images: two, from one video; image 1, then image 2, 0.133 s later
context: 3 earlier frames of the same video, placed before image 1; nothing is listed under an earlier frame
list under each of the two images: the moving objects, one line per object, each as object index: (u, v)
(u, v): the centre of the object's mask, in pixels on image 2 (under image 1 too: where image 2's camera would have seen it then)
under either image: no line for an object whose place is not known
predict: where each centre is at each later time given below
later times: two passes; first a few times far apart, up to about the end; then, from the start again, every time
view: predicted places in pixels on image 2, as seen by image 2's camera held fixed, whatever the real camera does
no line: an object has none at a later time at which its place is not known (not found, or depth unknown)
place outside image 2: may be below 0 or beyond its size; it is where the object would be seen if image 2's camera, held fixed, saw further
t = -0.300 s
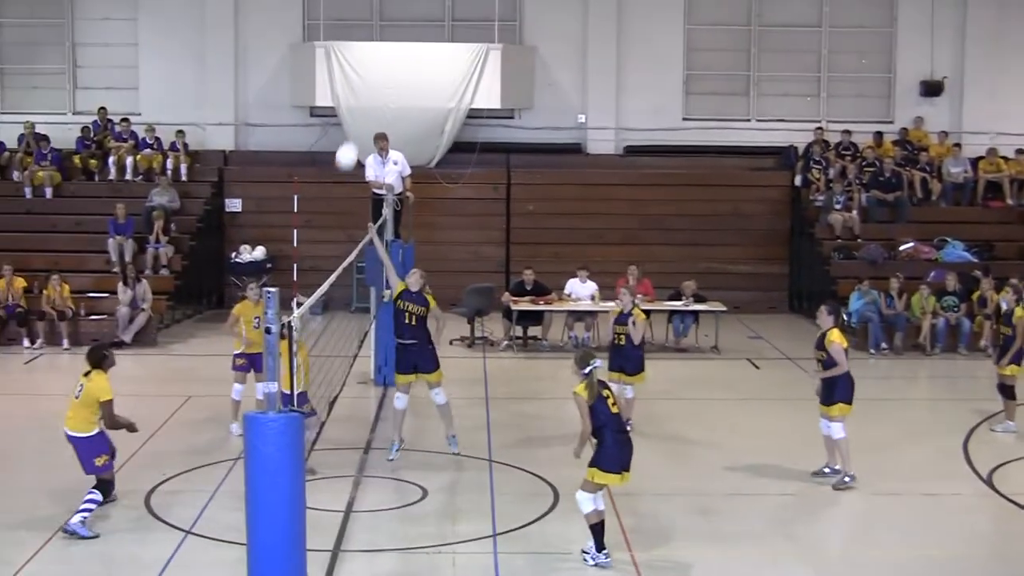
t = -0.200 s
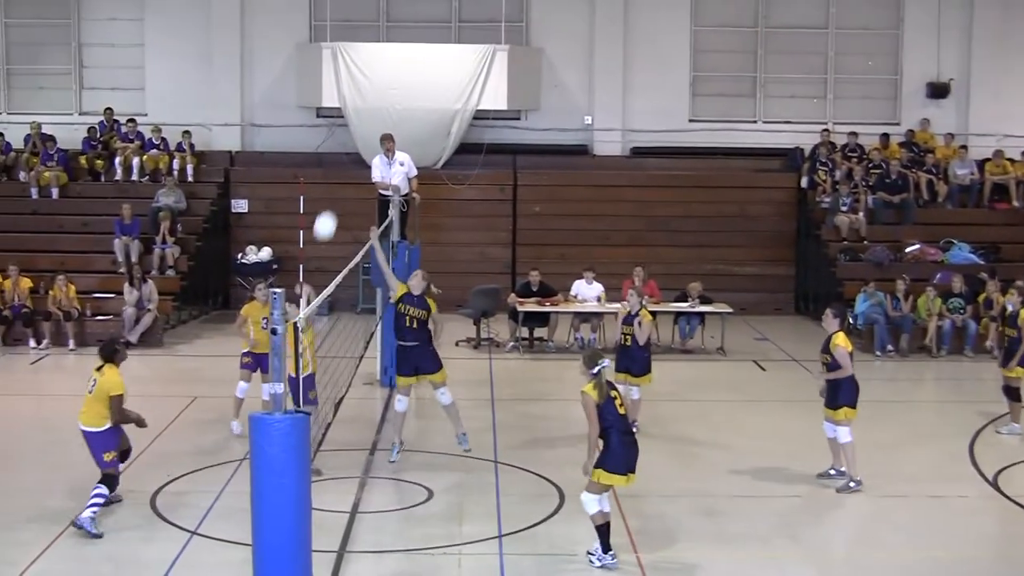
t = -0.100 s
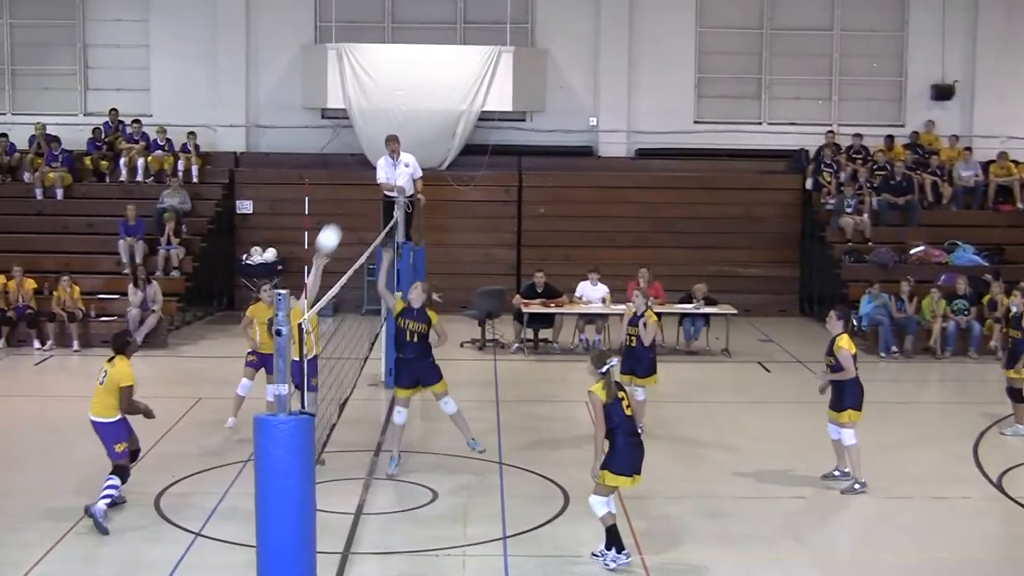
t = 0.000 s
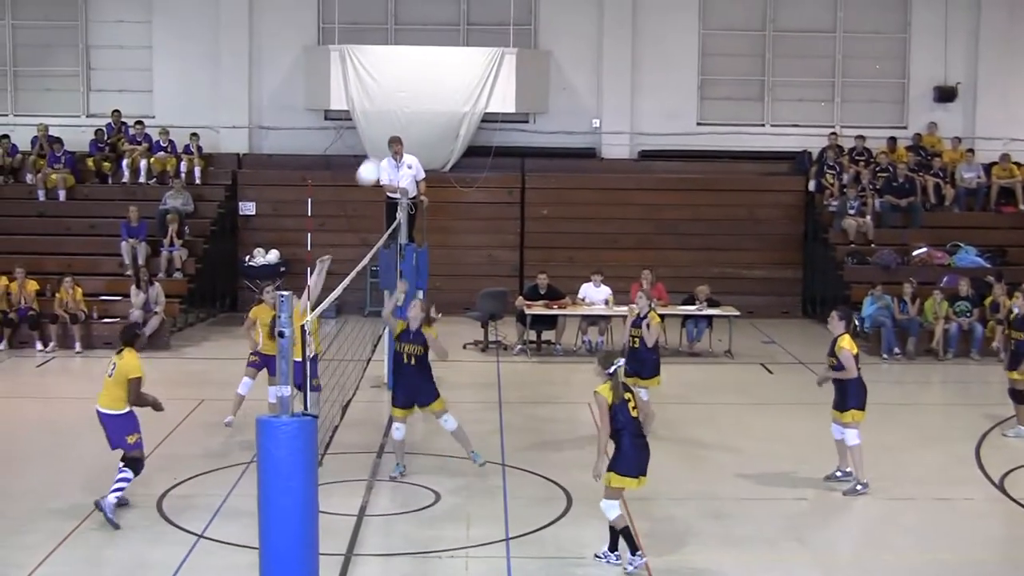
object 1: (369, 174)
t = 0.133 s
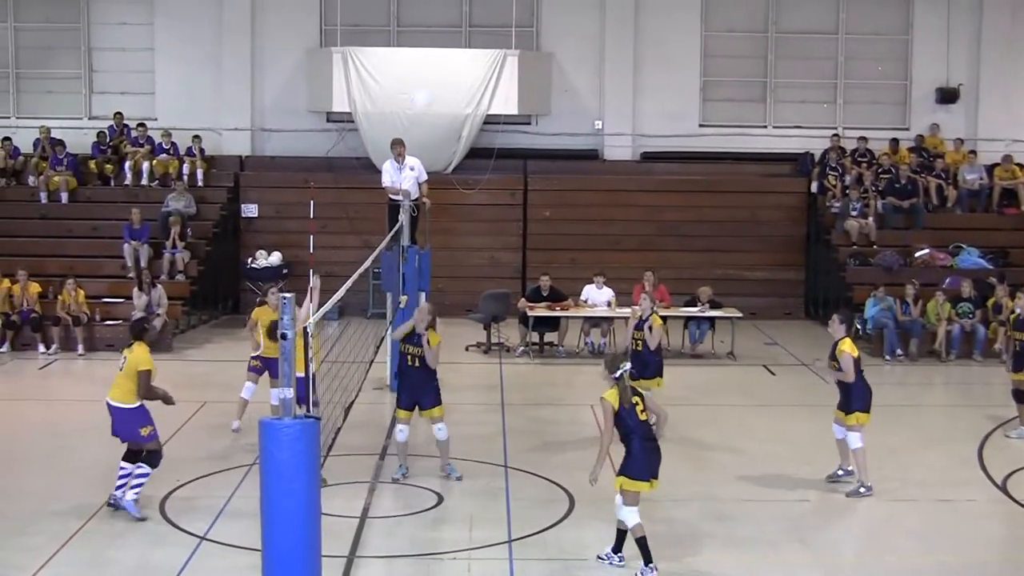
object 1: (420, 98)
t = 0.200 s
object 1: (448, 75)
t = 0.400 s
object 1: (518, 10)
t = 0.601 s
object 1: (586, -2)
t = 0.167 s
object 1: (434, 86)
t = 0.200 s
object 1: (448, 75)
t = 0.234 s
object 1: (460, 57)
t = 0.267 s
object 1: (471, 45)
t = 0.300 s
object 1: (483, 36)
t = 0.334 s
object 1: (495, 26)
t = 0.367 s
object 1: (506, 17)
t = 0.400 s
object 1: (518, 10)
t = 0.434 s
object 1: (529, 5)
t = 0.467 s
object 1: (541, 2)
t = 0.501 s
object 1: (553, 0)
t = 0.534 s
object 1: (565, -1)
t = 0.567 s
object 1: (576, -2)
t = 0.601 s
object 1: (586, -2)
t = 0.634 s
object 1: (596, -2)
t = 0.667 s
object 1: (606, -1)
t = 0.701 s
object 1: (616, 1)
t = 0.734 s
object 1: (626, 5)
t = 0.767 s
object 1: (635, 11)
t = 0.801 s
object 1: (645, 18)
